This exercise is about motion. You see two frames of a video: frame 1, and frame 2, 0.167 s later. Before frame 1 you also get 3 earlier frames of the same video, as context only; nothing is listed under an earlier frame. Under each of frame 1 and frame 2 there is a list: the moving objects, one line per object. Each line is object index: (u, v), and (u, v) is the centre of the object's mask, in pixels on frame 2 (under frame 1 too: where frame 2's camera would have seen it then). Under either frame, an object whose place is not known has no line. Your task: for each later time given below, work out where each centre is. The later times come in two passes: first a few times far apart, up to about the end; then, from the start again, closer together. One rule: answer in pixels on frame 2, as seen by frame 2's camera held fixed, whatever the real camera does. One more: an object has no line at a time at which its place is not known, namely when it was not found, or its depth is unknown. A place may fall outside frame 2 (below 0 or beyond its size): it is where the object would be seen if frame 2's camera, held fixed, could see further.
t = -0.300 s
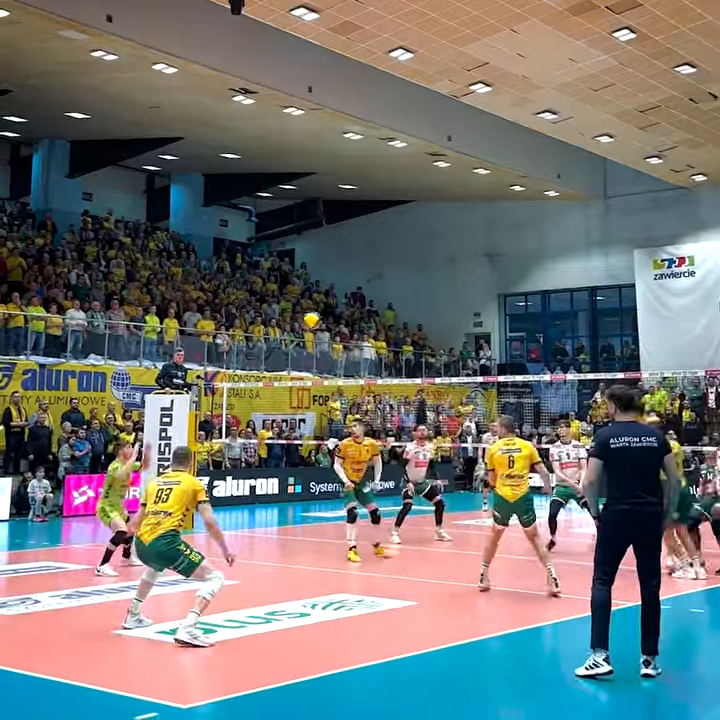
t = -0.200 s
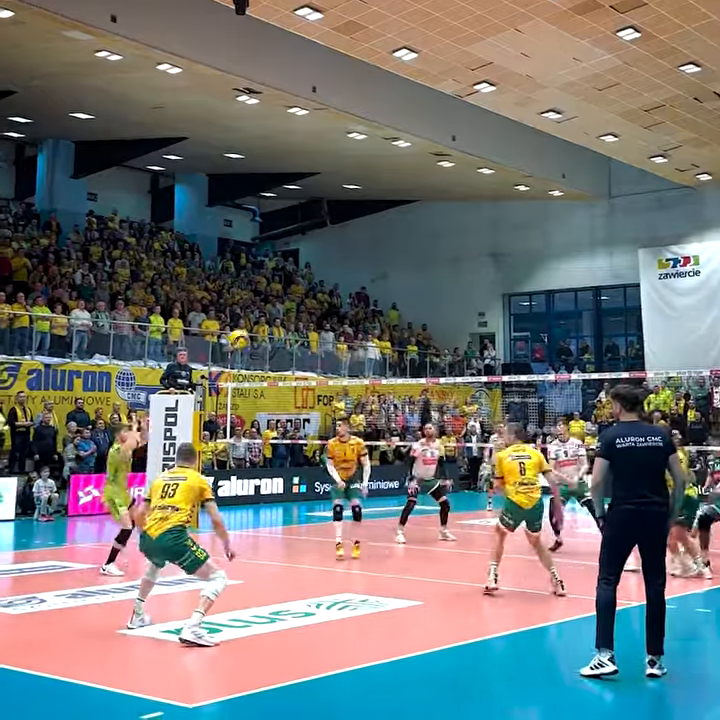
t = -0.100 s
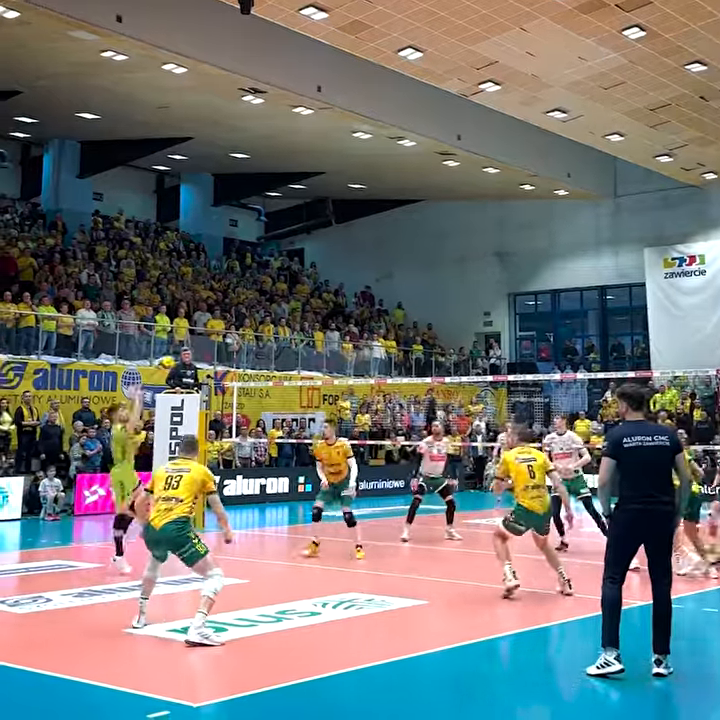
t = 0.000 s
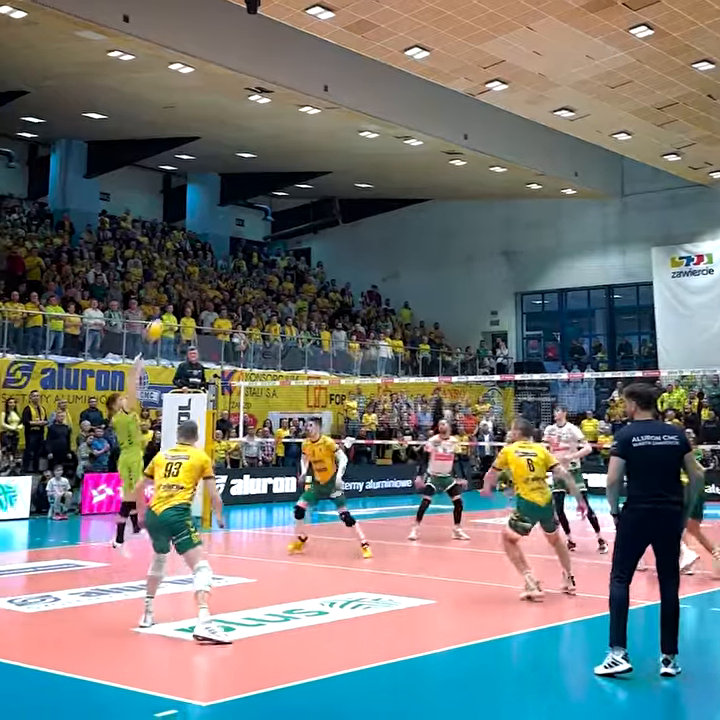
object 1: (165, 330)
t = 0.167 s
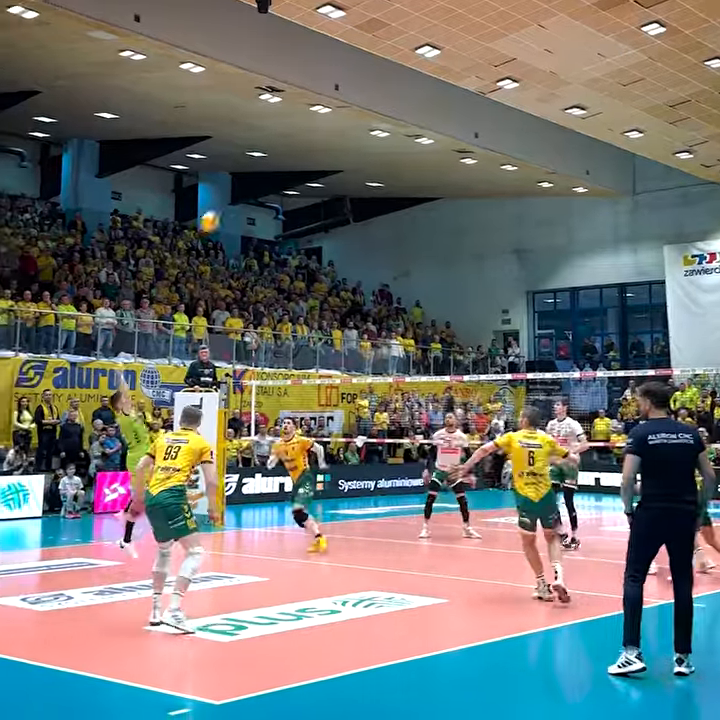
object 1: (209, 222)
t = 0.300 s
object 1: (240, 156)
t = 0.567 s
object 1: (296, 67)
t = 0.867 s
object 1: (356, 34)
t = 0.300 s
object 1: (240, 156)
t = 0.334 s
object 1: (248, 141)
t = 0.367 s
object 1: (256, 128)
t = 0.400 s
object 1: (262, 116)
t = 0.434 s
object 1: (267, 107)
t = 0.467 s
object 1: (276, 93)
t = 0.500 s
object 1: (284, 83)
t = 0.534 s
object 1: (289, 74)
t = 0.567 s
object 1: (296, 67)
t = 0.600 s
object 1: (302, 59)
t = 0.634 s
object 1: (309, 53)
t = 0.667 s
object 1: (316, 49)
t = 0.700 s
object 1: (322, 44)
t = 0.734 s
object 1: (330, 41)
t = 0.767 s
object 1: (336, 39)
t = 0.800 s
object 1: (343, 36)
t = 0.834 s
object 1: (350, 33)
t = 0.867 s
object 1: (356, 34)
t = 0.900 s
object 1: (363, 36)
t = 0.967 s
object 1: (376, 39)
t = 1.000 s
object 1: (383, 42)
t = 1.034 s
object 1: (391, 46)
